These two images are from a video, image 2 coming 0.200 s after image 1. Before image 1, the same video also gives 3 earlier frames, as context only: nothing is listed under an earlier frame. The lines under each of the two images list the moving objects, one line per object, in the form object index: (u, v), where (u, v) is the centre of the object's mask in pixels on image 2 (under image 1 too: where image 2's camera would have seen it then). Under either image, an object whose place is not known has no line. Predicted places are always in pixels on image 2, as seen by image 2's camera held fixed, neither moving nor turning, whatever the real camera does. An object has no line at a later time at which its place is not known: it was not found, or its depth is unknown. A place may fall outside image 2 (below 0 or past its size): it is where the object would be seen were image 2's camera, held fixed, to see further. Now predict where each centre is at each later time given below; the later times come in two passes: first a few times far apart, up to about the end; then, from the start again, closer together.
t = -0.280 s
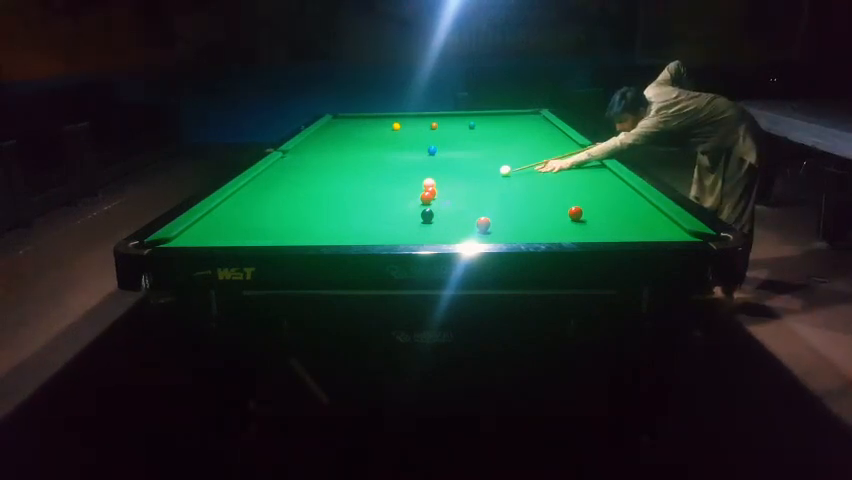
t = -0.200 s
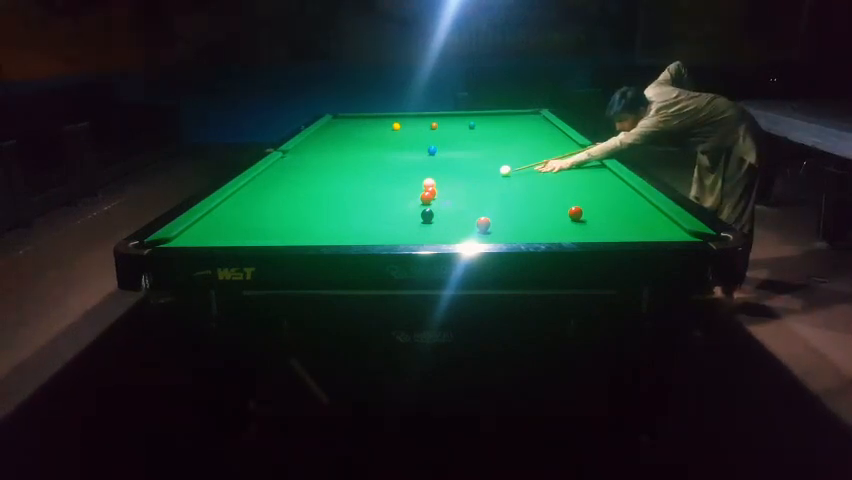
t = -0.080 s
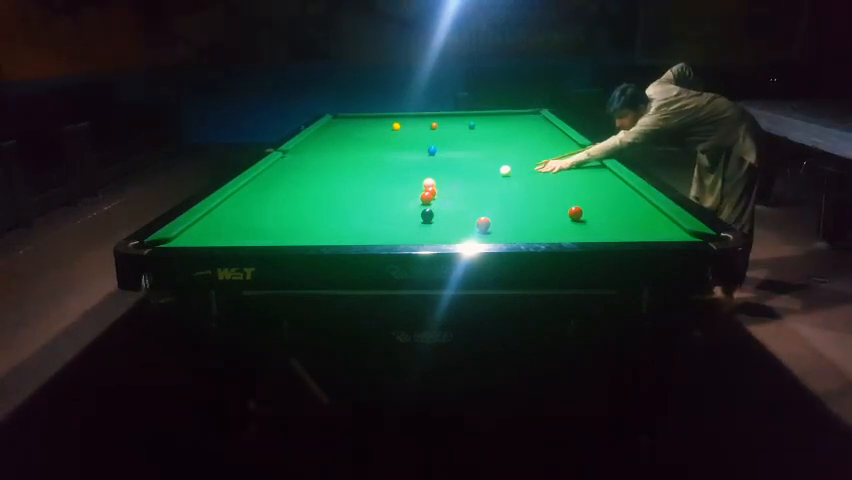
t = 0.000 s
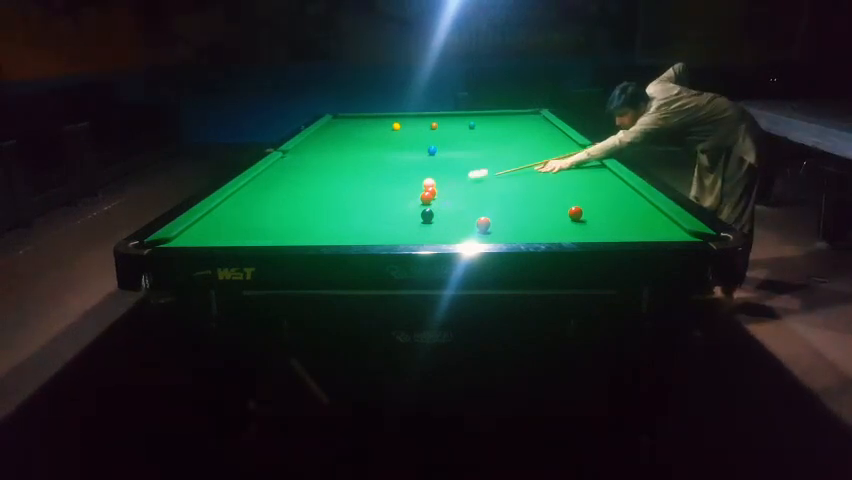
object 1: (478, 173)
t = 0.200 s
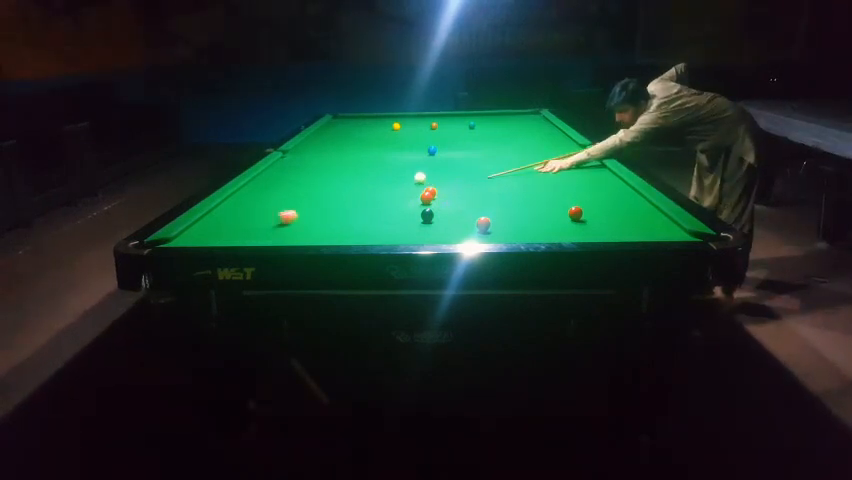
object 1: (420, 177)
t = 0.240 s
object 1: (416, 176)
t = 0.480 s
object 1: (398, 172)
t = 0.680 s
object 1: (386, 168)
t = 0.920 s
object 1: (376, 166)
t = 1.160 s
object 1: (370, 165)
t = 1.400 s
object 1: (368, 165)
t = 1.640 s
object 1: (368, 165)
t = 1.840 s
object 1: (368, 165)
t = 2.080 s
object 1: (368, 165)
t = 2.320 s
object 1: (368, 165)
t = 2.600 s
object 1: (368, 164)
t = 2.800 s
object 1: (369, 164)
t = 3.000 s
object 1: (368, 164)
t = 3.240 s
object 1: (368, 164)
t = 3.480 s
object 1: (368, 165)
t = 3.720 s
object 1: (368, 164)
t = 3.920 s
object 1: (368, 165)
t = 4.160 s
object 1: (368, 164)
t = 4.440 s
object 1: (368, 164)
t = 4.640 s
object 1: (368, 165)
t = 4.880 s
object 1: (368, 165)
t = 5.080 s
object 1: (368, 164)
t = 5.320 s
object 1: (368, 165)
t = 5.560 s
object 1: (368, 165)
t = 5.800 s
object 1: (368, 165)
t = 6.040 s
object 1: (368, 165)
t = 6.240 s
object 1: (368, 165)
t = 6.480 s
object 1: (368, 165)
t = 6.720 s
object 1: (368, 165)
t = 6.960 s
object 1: (368, 165)
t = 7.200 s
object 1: (368, 165)
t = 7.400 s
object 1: (368, 165)
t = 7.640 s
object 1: (368, 165)
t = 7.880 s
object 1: (368, 165)
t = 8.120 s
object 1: (368, 165)
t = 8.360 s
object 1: (368, 165)
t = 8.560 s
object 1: (368, 165)
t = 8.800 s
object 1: (368, 165)
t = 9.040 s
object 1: (368, 165)
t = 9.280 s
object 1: (368, 165)
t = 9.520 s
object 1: (368, 165)
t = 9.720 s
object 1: (368, 165)
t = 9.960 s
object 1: (368, 165)
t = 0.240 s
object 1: (416, 176)
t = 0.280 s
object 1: (412, 175)
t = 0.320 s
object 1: (409, 174)
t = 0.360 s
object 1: (406, 174)
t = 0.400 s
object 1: (403, 173)
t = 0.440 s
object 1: (400, 172)
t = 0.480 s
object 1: (398, 172)
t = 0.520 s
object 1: (395, 171)
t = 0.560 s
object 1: (393, 170)
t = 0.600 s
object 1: (390, 170)
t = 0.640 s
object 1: (388, 169)
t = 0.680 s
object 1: (386, 168)
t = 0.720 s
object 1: (384, 168)
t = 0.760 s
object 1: (381, 167)
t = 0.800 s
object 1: (380, 167)
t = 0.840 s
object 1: (379, 167)
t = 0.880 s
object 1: (377, 166)
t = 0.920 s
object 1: (376, 166)
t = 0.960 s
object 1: (374, 166)
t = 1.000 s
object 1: (374, 165)
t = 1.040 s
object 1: (372, 165)
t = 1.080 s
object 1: (371, 165)
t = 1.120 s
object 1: (370, 165)
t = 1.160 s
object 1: (370, 165)
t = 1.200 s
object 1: (369, 165)
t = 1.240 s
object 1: (368, 165)
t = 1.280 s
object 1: (368, 165)
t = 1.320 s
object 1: (368, 165)
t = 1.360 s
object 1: (368, 165)
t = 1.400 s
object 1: (368, 165)
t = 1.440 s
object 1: (368, 165)
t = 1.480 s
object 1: (368, 165)
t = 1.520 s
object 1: (368, 165)
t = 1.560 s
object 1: (368, 165)
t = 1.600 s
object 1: (368, 165)
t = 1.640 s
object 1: (368, 165)
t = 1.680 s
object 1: (368, 165)
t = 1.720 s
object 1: (368, 165)
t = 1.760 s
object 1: (368, 165)
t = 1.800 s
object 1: (368, 165)
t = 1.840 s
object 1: (368, 165)
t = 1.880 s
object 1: (368, 165)
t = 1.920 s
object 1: (368, 165)
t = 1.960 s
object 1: (368, 165)
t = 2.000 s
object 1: (368, 165)
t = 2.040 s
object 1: (368, 165)
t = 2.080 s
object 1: (368, 165)
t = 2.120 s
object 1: (368, 165)
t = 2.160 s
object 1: (368, 165)
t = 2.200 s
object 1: (368, 165)
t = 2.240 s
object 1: (368, 165)
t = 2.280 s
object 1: (368, 165)
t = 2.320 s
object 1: (368, 165)
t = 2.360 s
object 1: (368, 165)
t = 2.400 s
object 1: (368, 165)
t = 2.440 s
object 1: (368, 165)
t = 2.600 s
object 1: (368, 164)
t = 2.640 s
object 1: (368, 164)
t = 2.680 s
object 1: (368, 164)
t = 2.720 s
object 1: (368, 164)
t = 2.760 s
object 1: (368, 165)
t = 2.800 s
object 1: (369, 164)
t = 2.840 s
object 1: (368, 165)
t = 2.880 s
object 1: (368, 164)
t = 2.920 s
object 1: (368, 164)
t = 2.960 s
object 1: (368, 164)
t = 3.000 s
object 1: (368, 164)
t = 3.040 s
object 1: (368, 164)
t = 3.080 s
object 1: (368, 164)
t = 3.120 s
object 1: (368, 164)
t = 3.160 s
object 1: (368, 164)
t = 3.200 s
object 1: (368, 164)
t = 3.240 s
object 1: (368, 164)
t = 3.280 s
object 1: (368, 164)
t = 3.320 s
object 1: (368, 164)
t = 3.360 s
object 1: (368, 164)
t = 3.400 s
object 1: (368, 164)
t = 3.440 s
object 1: (368, 165)
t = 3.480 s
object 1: (368, 165)
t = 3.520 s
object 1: (368, 165)
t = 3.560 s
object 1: (368, 165)
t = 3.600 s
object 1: (368, 164)
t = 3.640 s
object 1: (368, 164)
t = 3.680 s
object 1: (368, 164)
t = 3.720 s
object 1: (368, 164)
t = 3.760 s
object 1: (368, 164)
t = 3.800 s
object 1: (368, 165)
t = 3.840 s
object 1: (368, 164)
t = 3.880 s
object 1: (368, 164)
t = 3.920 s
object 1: (368, 165)
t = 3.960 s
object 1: (368, 164)
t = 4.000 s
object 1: (368, 164)
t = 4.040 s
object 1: (368, 164)
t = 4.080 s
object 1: (368, 164)
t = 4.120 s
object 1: (368, 164)
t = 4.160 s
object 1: (368, 164)
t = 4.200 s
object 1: (368, 164)
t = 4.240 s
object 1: (368, 165)
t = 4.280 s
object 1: (368, 165)
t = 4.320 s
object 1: (368, 164)
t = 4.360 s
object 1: (368, 164)
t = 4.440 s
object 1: (368, 164)
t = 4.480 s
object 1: (368, 164)
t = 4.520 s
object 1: (368, 164)
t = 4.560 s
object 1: (368, 165)
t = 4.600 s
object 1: (368, 165)
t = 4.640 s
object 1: (368, 165)
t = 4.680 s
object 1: (368, 165)
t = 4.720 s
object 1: (368, 165)
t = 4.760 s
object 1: (368, 165)
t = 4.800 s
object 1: (368, 165)
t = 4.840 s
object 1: (368, 165)
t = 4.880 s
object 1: (368, 165)
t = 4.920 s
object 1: (368, 165)
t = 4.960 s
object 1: (368, 165)
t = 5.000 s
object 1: (368, 164)
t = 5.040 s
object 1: (368, 164)
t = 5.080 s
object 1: (368, 164)
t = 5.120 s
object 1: (368, 164)
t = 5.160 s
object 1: (368, 165)
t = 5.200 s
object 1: (368, 165)
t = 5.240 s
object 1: (368, 165)
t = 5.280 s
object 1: (368, 165)
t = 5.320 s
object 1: (368, 165)
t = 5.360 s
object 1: (368, 165)
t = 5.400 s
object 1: (368, 165)
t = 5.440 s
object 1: (368, 165)
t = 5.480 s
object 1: (368, 165)
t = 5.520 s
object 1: (368, 165)
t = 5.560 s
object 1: (368, 165)
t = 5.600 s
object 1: (368, 165)
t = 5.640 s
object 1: (368, 165)
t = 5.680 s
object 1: (368, 165)
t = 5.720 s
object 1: (368, 165)
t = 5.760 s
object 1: (368, 165)
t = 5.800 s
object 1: (368, 165)
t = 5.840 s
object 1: (368, 165)
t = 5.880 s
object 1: (368, 165)
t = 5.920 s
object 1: (368, 165)
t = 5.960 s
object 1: (368, 165)
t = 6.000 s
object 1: (368, 165)
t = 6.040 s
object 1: (368, 165)
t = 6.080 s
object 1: (368, 165)
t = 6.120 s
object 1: (368, 165)
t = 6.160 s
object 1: (368, 165)
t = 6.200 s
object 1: (368, 165)
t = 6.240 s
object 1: (368, 165)
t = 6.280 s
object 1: (368, 165)
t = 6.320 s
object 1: (368, 165)
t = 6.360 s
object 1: (368, 165)
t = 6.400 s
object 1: (368, 165)
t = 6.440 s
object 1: (368, 165)
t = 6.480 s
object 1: (368, 165)
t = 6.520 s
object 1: (368, 165)
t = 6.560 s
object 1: (368, 165)
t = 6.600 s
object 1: (368, 165)
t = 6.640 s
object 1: (368, 165)
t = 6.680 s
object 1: (368, 165)
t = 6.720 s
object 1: (368, 165)
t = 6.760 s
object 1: (368, 165)
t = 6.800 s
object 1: (368, 165)
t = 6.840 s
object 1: (368, 165)
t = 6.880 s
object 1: (368, 165)
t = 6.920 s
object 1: (368, 165)
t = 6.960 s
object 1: (368, 165)
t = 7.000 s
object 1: (368, 165)
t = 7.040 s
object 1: (368, 165)
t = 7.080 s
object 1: (368, 165)
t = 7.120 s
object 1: (368, 165)
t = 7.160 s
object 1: (368, 165)
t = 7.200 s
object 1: (368, 165)
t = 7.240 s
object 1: (368, 165)
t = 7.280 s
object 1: (368, 165)
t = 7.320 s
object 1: (368, 165)
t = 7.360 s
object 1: (368, 165)
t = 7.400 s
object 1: (368, 165)
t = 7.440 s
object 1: (368, 165)
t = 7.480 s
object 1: (368, 165)
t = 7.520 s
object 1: (368, 165)
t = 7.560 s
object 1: (368, 165)
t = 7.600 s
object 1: (368, 165)
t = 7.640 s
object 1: (368, 165)
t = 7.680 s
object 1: (368, 165)
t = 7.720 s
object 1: (368, 165)
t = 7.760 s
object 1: (368, 165)
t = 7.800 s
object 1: (368, 165)
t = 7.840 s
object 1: (368, 165)
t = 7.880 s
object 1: (368, 165)
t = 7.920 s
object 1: (368, 165)
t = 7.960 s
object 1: (368, 165)
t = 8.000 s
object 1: (368, 165)
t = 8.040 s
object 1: (368, 165)
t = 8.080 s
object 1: (368, 165)
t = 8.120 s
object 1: (368, 165)
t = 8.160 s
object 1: (368, 165)
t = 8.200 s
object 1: (368, 165)
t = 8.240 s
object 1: (368, 165)
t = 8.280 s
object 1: (368, 165)
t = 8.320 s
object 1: (368, 165)
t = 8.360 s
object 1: (368, 165)
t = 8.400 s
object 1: (368, 165)
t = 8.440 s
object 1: (368, 165)
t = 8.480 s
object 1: (368, 165)
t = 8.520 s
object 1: (368, 165)
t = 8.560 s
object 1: (368, 165)
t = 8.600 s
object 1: (368, 165)
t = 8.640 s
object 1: (368, 165)
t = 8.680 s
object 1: (368, 165)
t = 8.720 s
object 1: (368, 165)
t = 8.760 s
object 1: (368, 165)
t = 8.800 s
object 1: (368, 165)
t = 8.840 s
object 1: (368, 165)
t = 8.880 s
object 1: (368, 165)
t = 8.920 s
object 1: (368, 165)
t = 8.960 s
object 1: (368, 165)
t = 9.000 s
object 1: (368, 165)
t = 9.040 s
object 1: (368, 165)
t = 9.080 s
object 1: (368, 165)
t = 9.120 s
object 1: (368, 165)
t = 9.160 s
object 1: (368, 165)
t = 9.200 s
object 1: (368, 165)
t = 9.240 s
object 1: (368, 165)
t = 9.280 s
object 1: (368, 165)
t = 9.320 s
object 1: (368, 165)
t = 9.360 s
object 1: (368, 165)
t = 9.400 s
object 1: (368, 165)
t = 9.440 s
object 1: (368, 165)
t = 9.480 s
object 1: (368, 165)
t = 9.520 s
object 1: (368, 165)
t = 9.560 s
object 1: (368, 165)
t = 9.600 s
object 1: (368, 165)
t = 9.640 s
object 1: (368, 165)
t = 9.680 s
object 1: (368, 165)
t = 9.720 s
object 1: (368, 165)
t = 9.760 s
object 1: (368, 165)
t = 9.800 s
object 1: (368, 165)
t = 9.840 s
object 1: (368, 165)
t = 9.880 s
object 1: (368, 165)
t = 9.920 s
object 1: (368, 165)
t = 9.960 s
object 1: (368, 165)
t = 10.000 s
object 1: (368, 165)
